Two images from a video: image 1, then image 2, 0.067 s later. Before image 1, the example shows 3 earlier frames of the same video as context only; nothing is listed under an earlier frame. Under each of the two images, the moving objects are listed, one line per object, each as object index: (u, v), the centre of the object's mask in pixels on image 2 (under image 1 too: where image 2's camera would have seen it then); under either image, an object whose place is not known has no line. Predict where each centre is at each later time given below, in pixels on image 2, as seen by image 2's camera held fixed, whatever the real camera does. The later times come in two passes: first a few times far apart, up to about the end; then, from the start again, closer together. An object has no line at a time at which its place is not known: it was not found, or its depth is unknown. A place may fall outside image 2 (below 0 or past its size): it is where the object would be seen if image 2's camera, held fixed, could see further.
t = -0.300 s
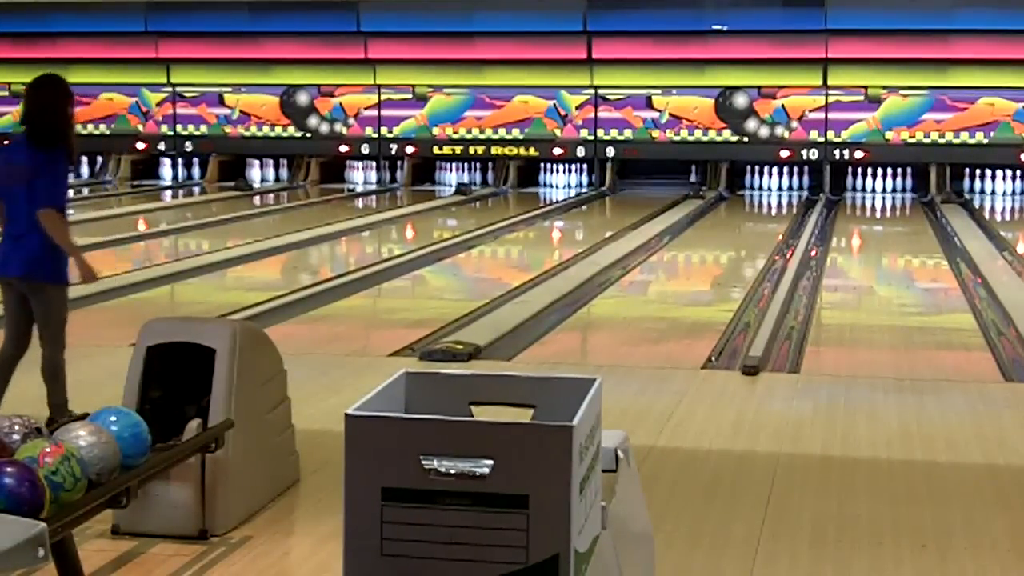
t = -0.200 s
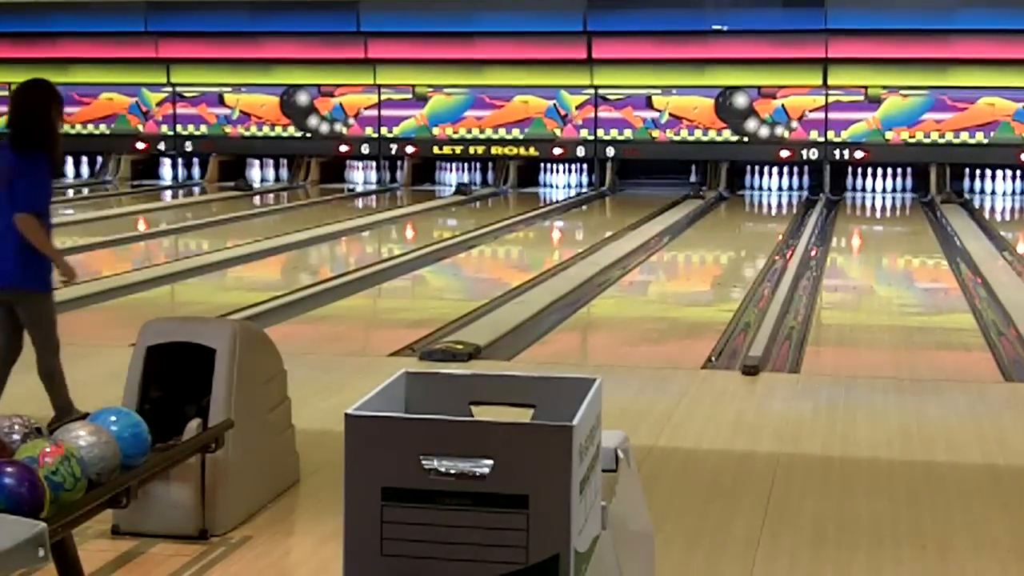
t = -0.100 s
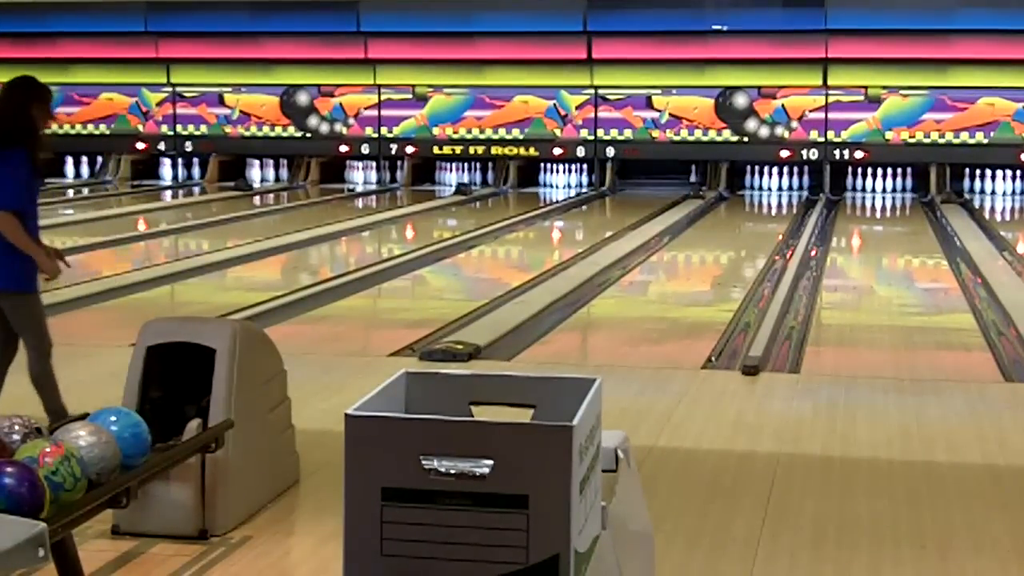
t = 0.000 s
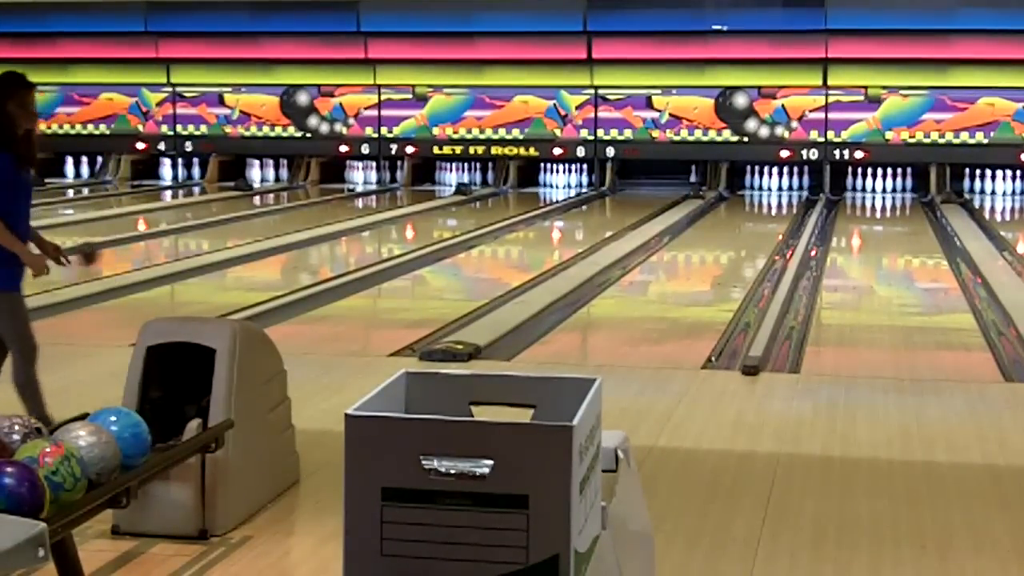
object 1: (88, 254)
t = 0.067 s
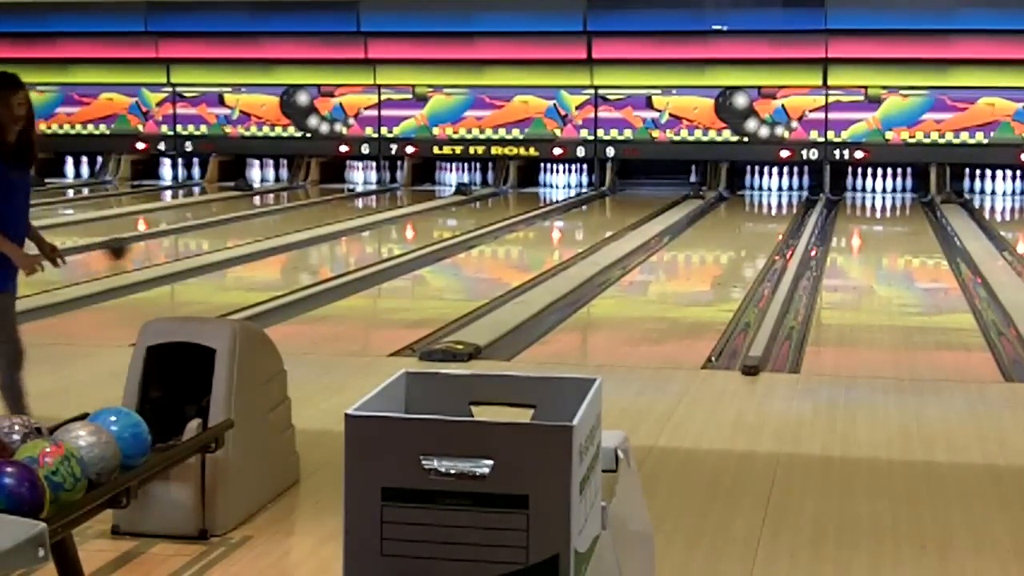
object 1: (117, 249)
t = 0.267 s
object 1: (191, 236)
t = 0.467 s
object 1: (253, 224)
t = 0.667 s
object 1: (305, 213)
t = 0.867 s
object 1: (348, 206)
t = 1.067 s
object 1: (385, 200)
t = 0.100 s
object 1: (129, 247)
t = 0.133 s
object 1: (144, 245)
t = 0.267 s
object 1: (191, 236)
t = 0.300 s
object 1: (202, 234)
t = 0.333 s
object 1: (213, 233)
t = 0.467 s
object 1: (253, 224)
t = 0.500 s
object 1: (262, 222)
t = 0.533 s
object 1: (271, 221)
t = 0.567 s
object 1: (280, 219)
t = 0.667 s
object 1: (305, 213)
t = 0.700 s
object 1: (313, 212)
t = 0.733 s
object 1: (320, 211)
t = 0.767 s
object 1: (328, 209)
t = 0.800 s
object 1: (335, 208)
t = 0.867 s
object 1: (348, 206)
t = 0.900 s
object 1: (355, 206)
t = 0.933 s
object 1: (361, 204)
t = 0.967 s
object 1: (368, 204)
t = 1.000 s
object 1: (374, 202)
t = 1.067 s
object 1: (385, 200)
